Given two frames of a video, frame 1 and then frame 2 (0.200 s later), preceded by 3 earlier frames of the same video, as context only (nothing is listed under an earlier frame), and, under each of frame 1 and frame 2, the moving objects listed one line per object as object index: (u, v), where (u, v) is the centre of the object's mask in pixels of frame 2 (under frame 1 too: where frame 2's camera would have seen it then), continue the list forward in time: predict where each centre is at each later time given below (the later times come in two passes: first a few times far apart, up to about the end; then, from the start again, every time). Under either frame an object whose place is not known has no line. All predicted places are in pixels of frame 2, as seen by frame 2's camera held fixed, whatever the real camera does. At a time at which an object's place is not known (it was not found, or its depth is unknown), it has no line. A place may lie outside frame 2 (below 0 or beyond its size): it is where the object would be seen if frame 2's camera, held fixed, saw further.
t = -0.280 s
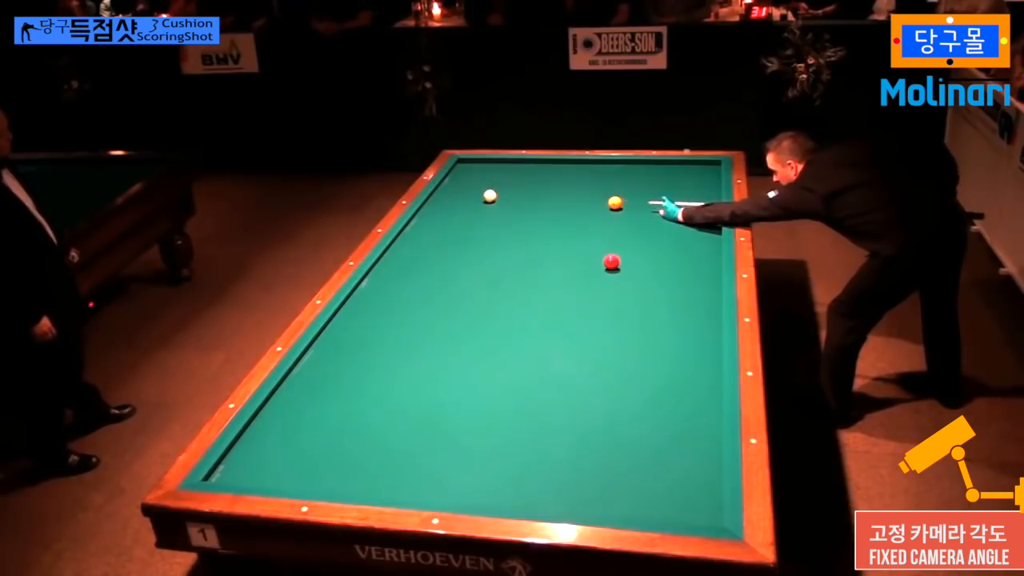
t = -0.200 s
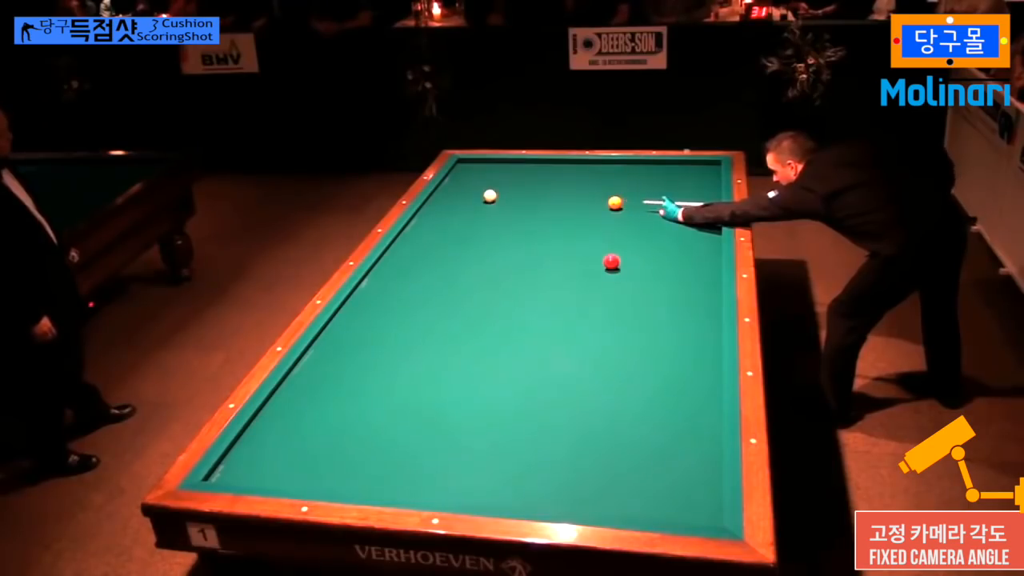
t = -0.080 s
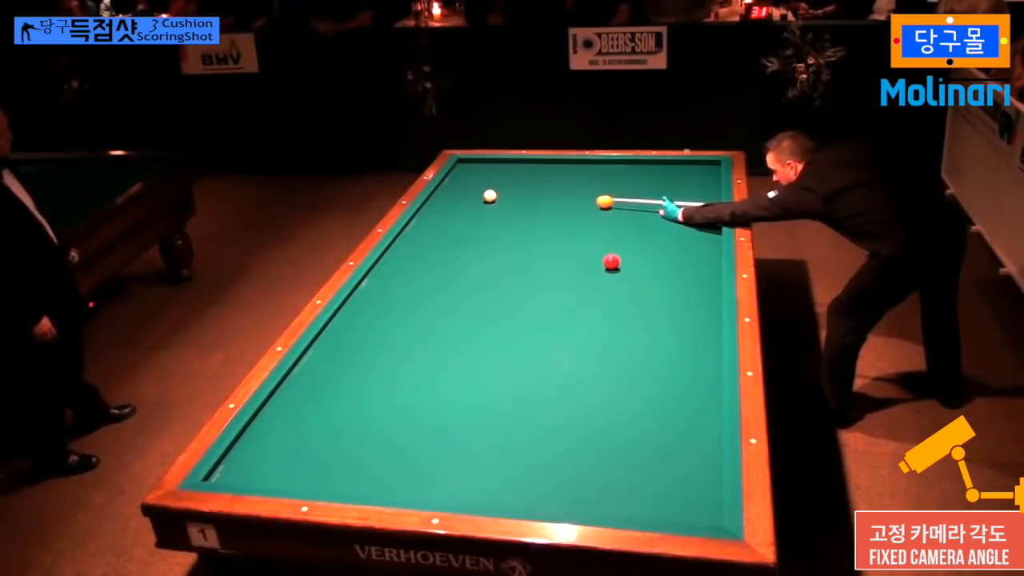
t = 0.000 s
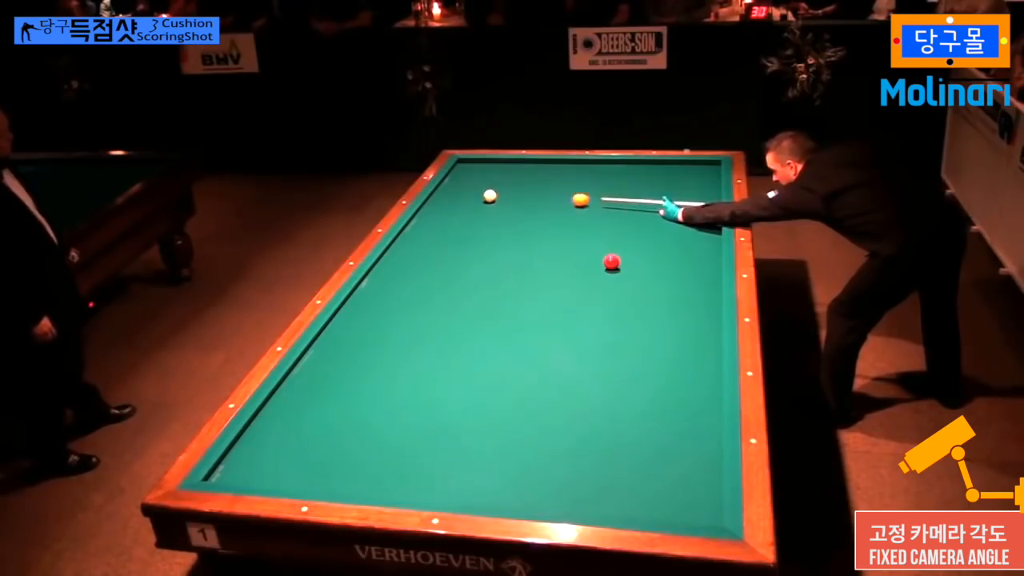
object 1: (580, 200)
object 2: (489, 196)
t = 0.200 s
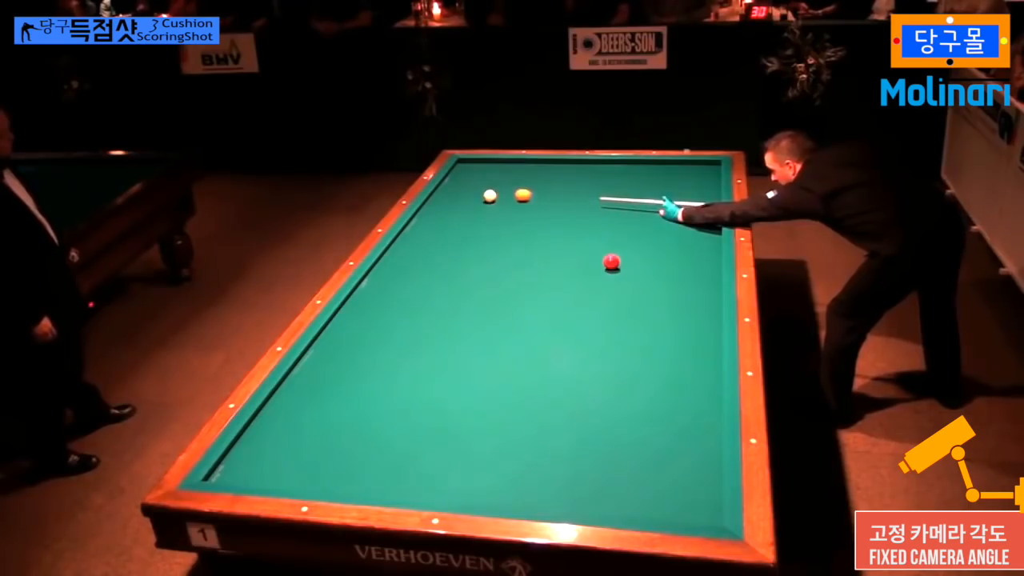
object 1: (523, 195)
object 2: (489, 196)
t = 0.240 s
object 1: (512, 194)
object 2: (489, 196)
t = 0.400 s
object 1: (486, 187)
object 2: (471, 200)
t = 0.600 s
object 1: (460, 178)
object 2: (448, 206)
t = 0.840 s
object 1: (474, 167)
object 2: (422, 212)
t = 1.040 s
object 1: (496, 161)
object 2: (428, 216)
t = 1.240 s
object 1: (512, 166)
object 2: (435, 220)
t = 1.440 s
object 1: (528, 170)
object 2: (442, 223)
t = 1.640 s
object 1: (545, 175)
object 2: (448, 227)
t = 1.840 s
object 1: (562, 180)
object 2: (455, 231)
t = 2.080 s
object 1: (583, 186)
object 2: (463, 235)
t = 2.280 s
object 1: (601, 191)
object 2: (469, 239)
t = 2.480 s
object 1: (619, 196)
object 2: (475, 242)
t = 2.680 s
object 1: (637, 201)
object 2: (481, 245)
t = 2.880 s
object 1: (656, 207)
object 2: (487, 249)
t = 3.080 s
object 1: (676, 212)
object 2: (494, 252)
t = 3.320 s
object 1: (699, 219)
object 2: (500, 256)
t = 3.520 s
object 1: (713, 224)
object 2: (506, 259)
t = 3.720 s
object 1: (702, 229)
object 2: (511, 262)
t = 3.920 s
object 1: (690, 235)
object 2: (516, 265)
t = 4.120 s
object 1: (678, 239)
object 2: (521, 267)
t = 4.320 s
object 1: (667, 245)
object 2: (526, 270)
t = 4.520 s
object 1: (655, 250)
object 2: (531, 273)
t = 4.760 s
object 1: (642, 255)
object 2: (536, 276)
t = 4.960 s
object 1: (631, 260)
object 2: (540, 278)
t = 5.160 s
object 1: (626, 264)
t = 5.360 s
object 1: (624, 268)
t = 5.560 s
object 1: (622, 272)
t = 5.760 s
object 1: (619, 275)
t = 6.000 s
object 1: (616, 279)
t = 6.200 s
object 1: (614, 283)
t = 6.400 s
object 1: (612, 286)
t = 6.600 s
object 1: (610, 289)
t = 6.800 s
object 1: (608, 291)
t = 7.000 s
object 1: (606, 294)
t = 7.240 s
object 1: (604, 297)
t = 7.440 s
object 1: (603, 299)
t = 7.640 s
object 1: (601, 301)
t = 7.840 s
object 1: (600, 303)
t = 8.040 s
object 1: (599, 304)
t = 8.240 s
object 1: (598, 306)
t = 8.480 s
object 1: (597, 307)
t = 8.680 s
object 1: (596, 308)
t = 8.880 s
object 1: (596, 310)
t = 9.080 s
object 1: (595, 310)
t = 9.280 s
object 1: (595, 310)
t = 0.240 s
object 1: (512, 194)
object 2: (489, 196)
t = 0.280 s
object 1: (502, 193)
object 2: (489, 196)
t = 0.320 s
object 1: (496, 191)
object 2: (483, 198)
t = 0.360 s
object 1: (491, 189)
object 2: (477, 199)
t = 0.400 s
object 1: (486, 187)
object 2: (471, 200)
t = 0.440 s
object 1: (481, 185)
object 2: (466, 201)
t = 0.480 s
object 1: (476, 183)
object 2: (462, 202)
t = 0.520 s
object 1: (470, 181)
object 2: (457, 204)
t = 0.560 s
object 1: (465, 179)
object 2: (453, 205)
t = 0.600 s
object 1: (460, 178)
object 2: (448, 206)
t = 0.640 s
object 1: (455, 176)
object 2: (444, 207)
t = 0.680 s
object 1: (452, 174)
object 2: (440, 208)
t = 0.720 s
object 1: (458, 172)
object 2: (435, 209)
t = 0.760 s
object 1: (464, 171)
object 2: (431, 210)
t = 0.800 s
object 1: (469, 169)
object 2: (427, 211)
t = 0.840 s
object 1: (474, 167)
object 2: (422, 212)
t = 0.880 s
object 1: (479, 166)
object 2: (422, 213)
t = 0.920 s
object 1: (483, 164)
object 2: (424, 213)
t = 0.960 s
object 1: (488, 163)
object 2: (425, 214)
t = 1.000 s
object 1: (492, 161)
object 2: (427, 215)
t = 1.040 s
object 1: (496, 161)
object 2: (428, 216)
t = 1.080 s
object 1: (499, 162)
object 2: (430, 217)
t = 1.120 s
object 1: (502, 163)
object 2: (431, 217)
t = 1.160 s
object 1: (505, 164)
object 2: (432, 218)
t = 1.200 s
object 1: (508, 165)
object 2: (434, 219)
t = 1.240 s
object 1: (512, 166)
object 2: (435, 220)
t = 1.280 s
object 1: (515, 167)
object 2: (436, 220)
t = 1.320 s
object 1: (518, 168)
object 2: (438, 221)
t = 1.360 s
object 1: (521, 169)
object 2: (439, 222)
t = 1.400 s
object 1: (525, 170)
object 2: (440, 223)
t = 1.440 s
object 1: (528, 170)
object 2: (442, 223)
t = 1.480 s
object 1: (532, 171)
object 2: (443, 224)
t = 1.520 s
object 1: (535, 173)
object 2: (444, 225)
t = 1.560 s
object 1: (538, 173)
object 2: (446, 226)
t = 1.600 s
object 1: (541, 174)
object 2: (447, 226)
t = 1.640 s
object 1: (545, 175)
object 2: (448, 227)
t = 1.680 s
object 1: (548, 176)
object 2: (449, 228)
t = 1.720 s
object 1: (552, 177)
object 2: (451, 228)
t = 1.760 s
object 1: (555, 178)
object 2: (452, 229)
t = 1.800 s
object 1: (558, 179)
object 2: (454, 230)
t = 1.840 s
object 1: (562, 180)
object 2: (455, 231)
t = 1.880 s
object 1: (565, 181)
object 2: (456, 231)
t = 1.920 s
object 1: (569, 182)
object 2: (457, 232)
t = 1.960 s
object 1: (572, 183)
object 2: (459, 233)
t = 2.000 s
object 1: (576, 184)
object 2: (460, 233)
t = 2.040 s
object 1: (579, 185)
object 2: (461, 234)
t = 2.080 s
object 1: (583, 186)
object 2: (463, 235)
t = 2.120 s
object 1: (586, 187)
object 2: (464, 236)
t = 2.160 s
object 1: (590, 188)
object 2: (465, 236)
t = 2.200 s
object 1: (593, 189)
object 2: (466, 237)
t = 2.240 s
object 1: (597, 190)
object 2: (468, 238)
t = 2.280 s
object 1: (601, 191)
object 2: (469, 239)
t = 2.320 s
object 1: (604, 192)
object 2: (470, 239)
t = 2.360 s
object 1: (608, 193)
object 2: (472, 240)
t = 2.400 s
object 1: (612, 194)
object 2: (473, 241)
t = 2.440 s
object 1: (615, 195)
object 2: (474, 241)
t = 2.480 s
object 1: (619, 196)
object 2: (475, 242)
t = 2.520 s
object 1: (623, 197)
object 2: (477, 243)
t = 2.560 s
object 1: (626, 199)
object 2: (478, 243)
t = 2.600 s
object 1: (630, 200)
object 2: (479, 244)
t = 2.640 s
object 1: (634, 201)
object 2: (480, 245)
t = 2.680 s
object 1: (637, 201)
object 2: (481, 245)
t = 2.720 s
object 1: (641, 203)
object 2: (483, 246)
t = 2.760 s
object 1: (645, 204)
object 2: (484, 247)
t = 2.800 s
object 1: (649, 205)
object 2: (485, 247)
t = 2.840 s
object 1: (652, 206)
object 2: (486, 248)
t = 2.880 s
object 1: (656, 207)
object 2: (487, 249)
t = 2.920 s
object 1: (660, 208)
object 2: (489, 249)
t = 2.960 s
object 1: (664, 209)
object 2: (490, 250)
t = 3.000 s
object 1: (668, 210)
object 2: (491, 251)
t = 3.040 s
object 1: (672, 212)
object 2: (492, 251)
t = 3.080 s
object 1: (676, 212)
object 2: (494, 252)
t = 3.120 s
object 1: (679, 214)
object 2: (495, 253)
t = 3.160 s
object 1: (683, 215)
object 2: (496, 253)
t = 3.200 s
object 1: (687, 216)
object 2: (497, 254)
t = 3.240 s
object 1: (691, 217)
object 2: (498, 255)
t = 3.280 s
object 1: (695, 218)
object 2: (499, 255)
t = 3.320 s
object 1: (699, 219)
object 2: (500, 256)
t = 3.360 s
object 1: (703, 220)
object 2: (501, 256)
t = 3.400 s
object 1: (707, 221)
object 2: (503, 257)
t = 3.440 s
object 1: (710, 222)
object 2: (504, 258)
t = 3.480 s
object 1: (714, 224)
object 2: (505, 258)
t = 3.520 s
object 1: (713, 224)
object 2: (506, 259)
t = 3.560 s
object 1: (711, 225)
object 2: (507, 259)
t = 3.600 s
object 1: (708, 226)
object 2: (508, 260)
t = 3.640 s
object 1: (706, 228)
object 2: (509, 261)
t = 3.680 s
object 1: (704, 229)
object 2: (510, 261)
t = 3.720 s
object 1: (702, 229)
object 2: (511, 262)
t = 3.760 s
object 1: (699, 231)
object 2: (512, 263)
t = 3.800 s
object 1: (697, 232)
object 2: (513, 263)
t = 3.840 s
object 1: (695, 233)
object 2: (515, 264)
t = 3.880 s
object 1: (692, 233)
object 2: (516, 264)
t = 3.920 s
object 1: (690, 235)
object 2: (516, 265)
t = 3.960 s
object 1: (688, 236)
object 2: (518, 265)
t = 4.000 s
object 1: (685, 236)
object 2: (519, 266)
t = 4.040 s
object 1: (683, 238)
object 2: (520, 266)
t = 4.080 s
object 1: (681, 239)
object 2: (520, 267)
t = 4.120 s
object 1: (678, 239)
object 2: (521, 267)
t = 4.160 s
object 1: (676, 241)
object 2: (523, 268)
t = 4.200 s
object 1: (674, 241)
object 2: (524, 268)
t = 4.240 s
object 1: (672, 242)
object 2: (524, 269)
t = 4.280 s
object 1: (669, 243)
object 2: (525, 270)
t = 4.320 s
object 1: (667, 245)
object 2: (526, 270)
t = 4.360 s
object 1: (665, 246)
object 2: (527, 271)
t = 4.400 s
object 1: (662, 246)
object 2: (528, 271)
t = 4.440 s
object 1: (660, 247)
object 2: (529, 272)
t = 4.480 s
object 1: (658, 249)
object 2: (530, 272)
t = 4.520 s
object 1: (655, 250)
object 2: (531, 273)
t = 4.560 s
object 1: (653, 250)
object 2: (532, 273)
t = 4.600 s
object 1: (651, 251)
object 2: (533, 273)
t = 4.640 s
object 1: (649, 253)
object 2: (534, 274)
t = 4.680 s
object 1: (647, 254)
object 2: (535, 274)
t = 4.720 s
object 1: (644, 254)
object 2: (536, 275)
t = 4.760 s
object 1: (642, 255)
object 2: (536, 276)
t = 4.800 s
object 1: (640, 256)
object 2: (537, 276)
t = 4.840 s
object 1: (637, 258)
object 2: (538, 277)
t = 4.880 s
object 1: (635, 258)
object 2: (539, 277)
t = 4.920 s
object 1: (633, 259)
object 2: (540, 277)
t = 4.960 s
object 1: (631, 260)
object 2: (540, 278)
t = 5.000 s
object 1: (629, 261)
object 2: (541, 278)
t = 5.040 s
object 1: (628, 262)
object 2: (542, 278)
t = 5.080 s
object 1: (627, 263)
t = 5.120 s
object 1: (627, 263)
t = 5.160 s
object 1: (626, 264)
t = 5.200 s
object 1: (626, 266)
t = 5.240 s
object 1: (625, 266)
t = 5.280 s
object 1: (625, 267)
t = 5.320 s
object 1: (624, 268)
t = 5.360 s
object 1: (624, 268)
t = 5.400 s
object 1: (623, 270)
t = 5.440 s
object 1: (623, 270)
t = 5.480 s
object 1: (623, 270)
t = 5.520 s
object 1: (622, 271)
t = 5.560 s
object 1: (622, 272)
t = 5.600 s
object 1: (621, 273)
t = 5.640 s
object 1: (621, 273)
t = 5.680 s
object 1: (620, 274)
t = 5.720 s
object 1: (620, 274)
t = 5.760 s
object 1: (619, 275)
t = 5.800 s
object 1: (619, 276)
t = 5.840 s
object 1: (618, 277)
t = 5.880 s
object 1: (618, 278)
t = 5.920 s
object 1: (617, 278)
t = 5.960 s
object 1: (617, 279)
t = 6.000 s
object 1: (616, 279)
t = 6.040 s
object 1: (616, 280)
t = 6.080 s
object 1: (616, 280)
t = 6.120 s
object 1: (615, 281)
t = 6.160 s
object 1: (615, 282)
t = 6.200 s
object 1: (614, 283)
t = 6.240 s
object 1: (614, 283)
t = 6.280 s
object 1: (613, 284)
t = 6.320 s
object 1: (613, 284)
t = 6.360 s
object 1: (613, 285)
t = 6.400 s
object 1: (612, 286)
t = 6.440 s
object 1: (612, 286)
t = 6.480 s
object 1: (611, 287)
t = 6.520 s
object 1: (611, 287)
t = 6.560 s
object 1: (611, 288)
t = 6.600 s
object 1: (610, 289)
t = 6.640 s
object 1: (610, 289)
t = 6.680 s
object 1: (609, 290)
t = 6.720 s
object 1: (609, 290)
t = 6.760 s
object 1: (609, 291)
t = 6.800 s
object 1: (608, 291)
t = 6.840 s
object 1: (608, 293)
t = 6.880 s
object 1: (607, 293)
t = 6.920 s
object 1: (607, 294)
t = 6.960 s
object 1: (607, 294)
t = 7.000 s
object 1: (606, 294)
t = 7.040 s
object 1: (606, 295)
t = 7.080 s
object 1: (606, 295)
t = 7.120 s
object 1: (605, 296)
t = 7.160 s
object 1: (605, 296)
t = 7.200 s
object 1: (604, 297)
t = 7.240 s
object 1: (604, 297)
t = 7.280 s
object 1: (604, 298)
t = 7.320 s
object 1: (603, 298)
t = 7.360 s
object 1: (603, 299)
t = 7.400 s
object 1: (603, 299)
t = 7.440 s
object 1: (603, 299)
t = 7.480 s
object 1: (602, 300)
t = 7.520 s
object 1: (602, 300)
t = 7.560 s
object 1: (602, 300)
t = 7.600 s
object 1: (602, 301)
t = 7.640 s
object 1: (601, 301)
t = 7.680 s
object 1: (601, 302)
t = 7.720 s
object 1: (601, 302)
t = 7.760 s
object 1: (601, 302)
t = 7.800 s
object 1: (600, 303)
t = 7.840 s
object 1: (600, 303)
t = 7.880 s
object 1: (600, 304)
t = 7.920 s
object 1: (600, 304)
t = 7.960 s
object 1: (599, 304)
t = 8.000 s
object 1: (599, 304)
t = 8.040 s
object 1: (599, 304)
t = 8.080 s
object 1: (599, 305)
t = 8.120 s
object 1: (598, 306)
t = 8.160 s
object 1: (598, 305)
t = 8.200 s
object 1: (598, 305)
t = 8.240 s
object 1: (598, 306)
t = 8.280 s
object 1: (598, 306)
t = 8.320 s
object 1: (598, 306)
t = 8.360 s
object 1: (598, 307)
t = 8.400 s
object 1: (597, 307)
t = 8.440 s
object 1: (597, 307)
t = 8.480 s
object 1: (597, 307)
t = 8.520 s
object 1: (597, 307)
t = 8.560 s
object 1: (597, 308)
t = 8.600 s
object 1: (597, 308)
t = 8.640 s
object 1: (597, 308)
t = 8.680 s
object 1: (596, 308)
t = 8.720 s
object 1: (596, 309)
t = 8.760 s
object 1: (596, 309)
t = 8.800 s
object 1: (596, 310)
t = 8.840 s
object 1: (596, 310)
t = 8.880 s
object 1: (596, 310)
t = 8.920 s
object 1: (596, 310)
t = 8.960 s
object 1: (596, 310)
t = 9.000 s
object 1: (595, 310)
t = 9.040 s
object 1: (595, 310)
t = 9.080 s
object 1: (595, 310)
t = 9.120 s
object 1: (595, 310)
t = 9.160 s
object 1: (595, 310)
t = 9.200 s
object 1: (595, 310)
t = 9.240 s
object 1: (595, 310)
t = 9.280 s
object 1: (595, 310)
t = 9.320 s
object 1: (595, 310)
